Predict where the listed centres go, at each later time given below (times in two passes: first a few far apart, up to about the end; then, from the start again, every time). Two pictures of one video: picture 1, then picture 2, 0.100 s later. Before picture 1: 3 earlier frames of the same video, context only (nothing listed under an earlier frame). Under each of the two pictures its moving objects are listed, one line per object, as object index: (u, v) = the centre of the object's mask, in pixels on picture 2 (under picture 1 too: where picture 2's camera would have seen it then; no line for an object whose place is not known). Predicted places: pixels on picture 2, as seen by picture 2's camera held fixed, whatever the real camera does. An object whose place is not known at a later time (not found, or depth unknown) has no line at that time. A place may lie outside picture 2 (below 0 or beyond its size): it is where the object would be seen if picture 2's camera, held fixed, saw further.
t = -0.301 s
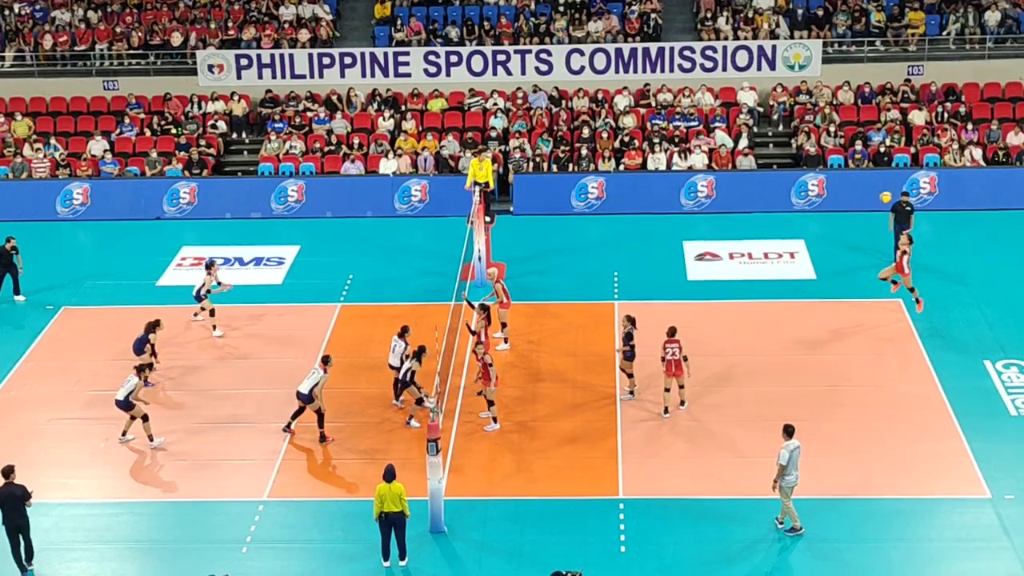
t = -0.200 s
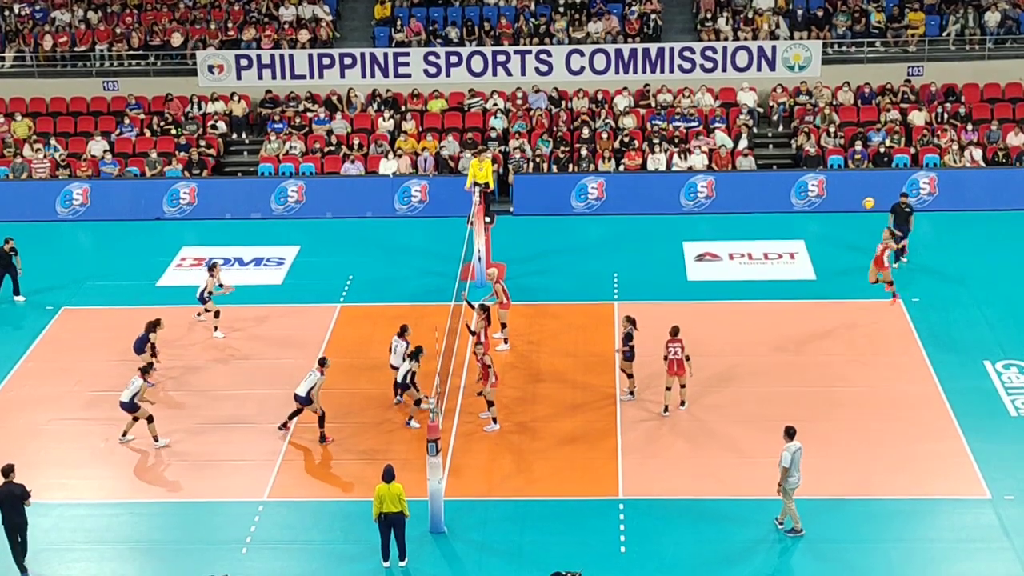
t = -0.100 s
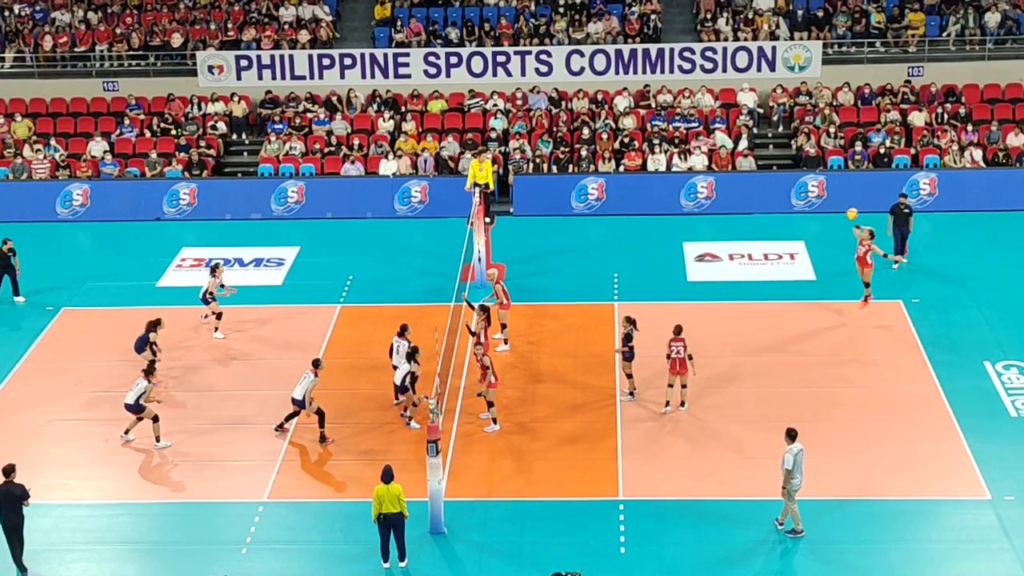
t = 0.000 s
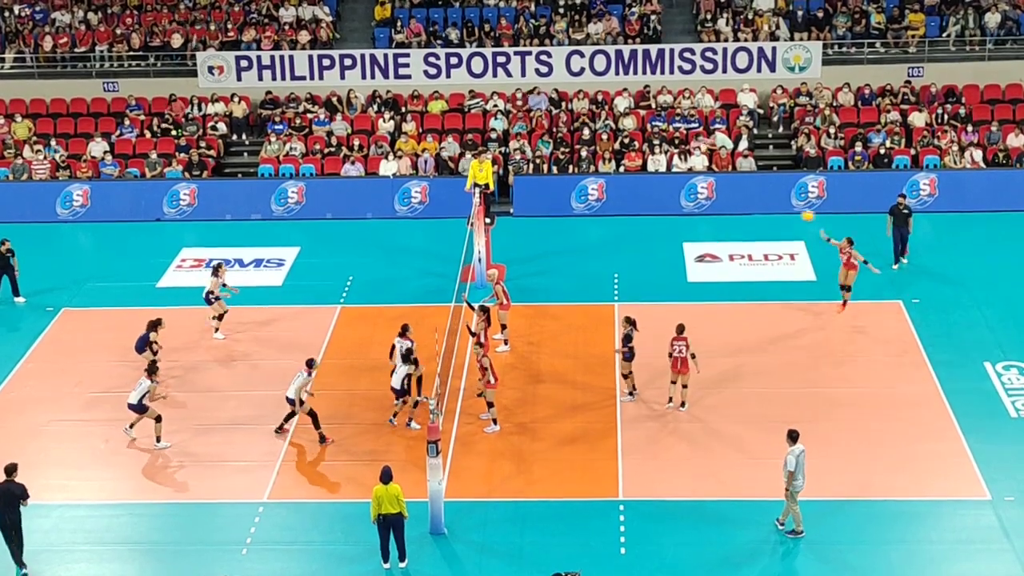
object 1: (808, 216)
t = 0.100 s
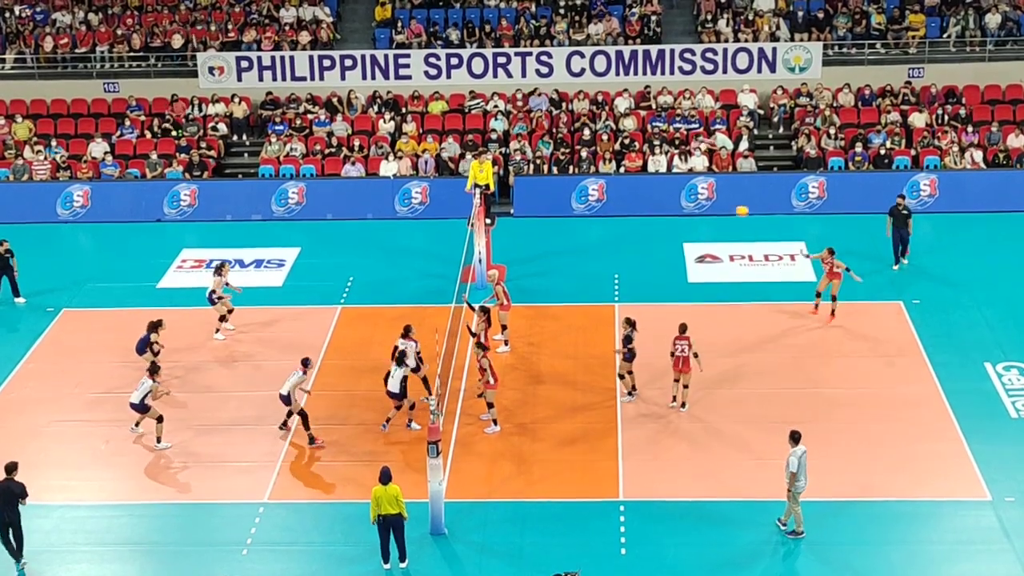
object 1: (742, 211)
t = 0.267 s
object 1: (632, 213)
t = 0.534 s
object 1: (459, 245)
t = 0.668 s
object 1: (376, 274)
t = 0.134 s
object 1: (720, 210)
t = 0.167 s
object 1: (698, 210)
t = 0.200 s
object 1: (676, 211)
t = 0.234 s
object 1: (654, 211)
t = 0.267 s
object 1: (632, 213)
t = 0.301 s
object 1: (610, 215)
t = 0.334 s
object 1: (589, 217)
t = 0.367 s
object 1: (567, 220)
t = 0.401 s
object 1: (545, 224)
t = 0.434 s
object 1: (524, 228)
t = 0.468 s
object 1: (502, 233)
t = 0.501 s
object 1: (480, 237)
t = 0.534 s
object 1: (459, 245)
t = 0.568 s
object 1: (439, 251)
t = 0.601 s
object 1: (418, 258)
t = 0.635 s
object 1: (397, 266)
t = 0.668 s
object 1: (376, 274)
